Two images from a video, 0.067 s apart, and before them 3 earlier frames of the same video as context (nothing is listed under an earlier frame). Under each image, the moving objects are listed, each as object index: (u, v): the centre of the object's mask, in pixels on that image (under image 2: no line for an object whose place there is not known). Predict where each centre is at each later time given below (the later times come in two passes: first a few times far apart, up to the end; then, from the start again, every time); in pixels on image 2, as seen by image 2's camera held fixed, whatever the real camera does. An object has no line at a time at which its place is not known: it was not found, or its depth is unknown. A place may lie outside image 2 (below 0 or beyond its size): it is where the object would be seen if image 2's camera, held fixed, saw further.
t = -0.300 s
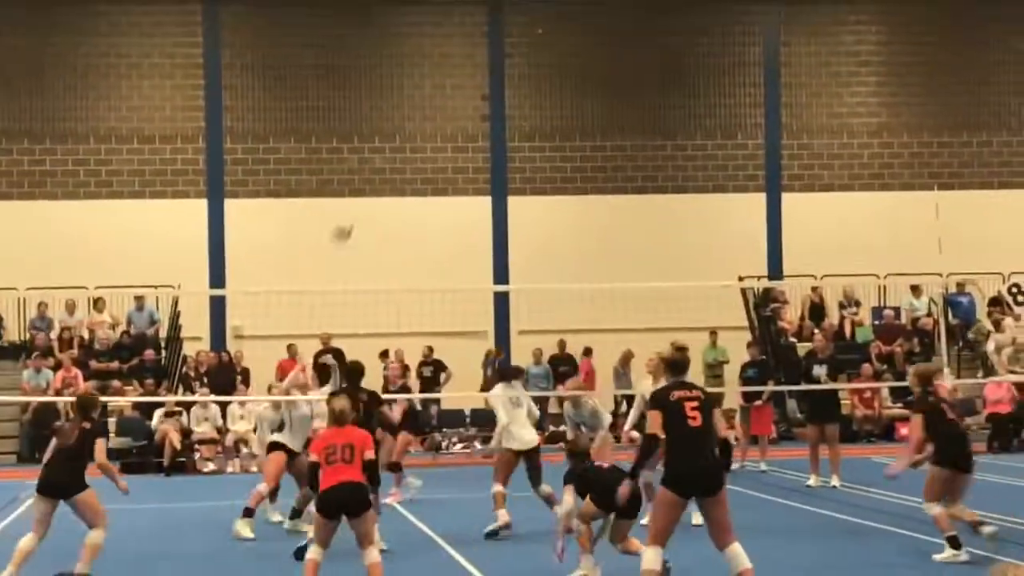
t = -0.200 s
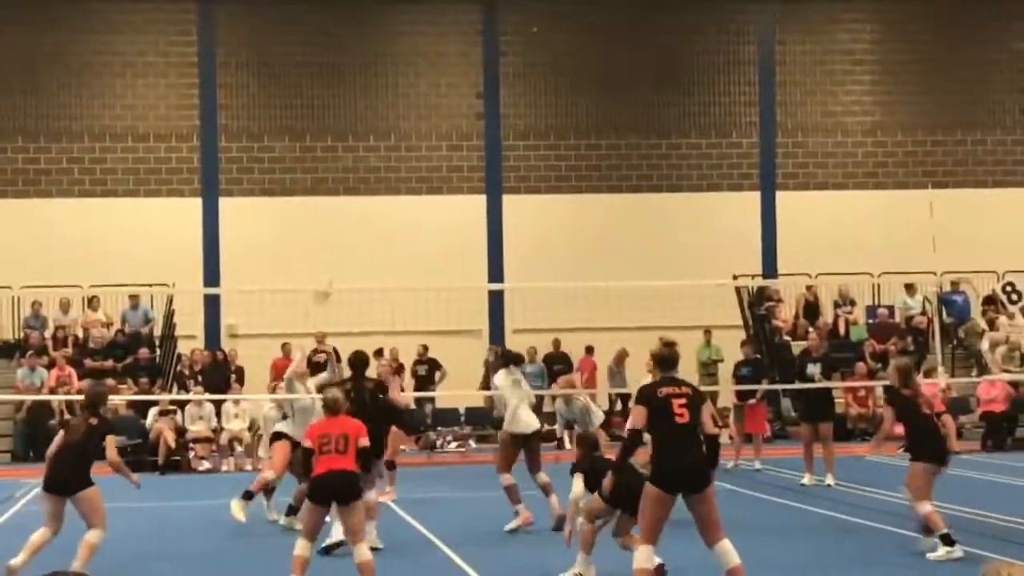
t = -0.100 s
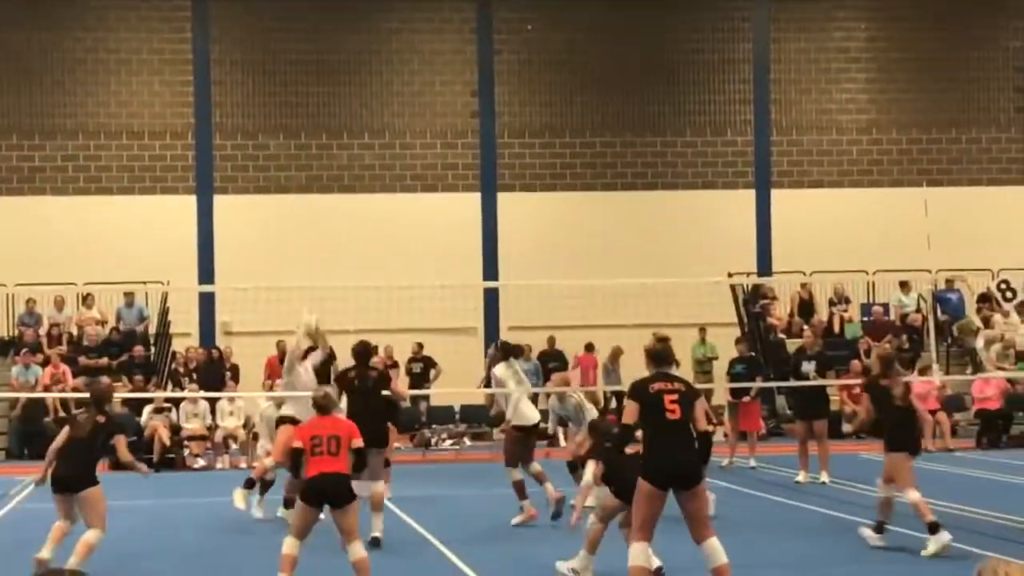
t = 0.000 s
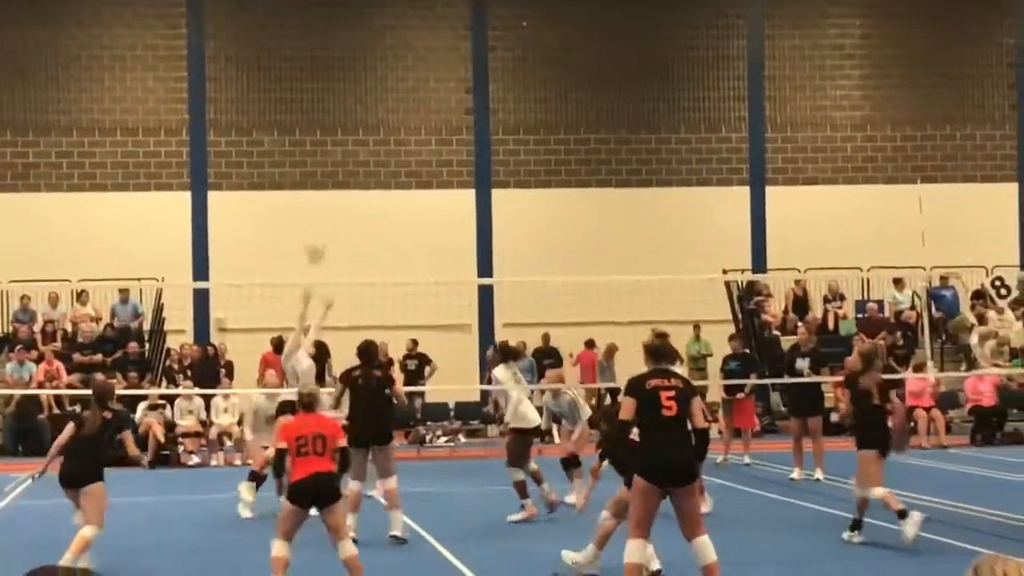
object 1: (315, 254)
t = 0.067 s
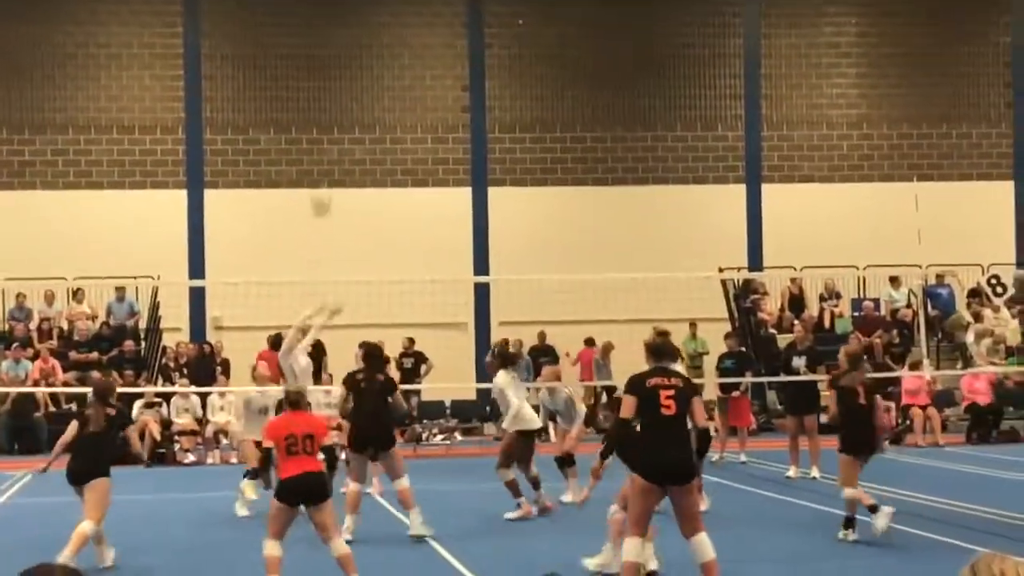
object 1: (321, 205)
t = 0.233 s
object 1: (343, 111)
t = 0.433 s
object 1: (368, 51)
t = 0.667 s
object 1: (396, 32)
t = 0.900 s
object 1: (424, 64)
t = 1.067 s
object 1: (444, 116)
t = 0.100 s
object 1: (325, 180)
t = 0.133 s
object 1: (329, 159)
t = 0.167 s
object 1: (334, 143)
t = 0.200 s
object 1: (338, 126)
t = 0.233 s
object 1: (343, 111)
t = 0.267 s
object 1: (346, 99)
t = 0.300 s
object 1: (351, 86)
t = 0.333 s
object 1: (355, 75)
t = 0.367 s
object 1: (359, 67)
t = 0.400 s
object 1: (364, 59)
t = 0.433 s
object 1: (368, 51)
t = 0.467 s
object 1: (372, 45)
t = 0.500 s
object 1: (376, 41)
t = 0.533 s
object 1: (380, 38)
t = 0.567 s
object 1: (384, 34)
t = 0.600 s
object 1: (388, 33)
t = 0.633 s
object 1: (392, 32)
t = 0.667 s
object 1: (396, 32)
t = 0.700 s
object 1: (400, 34)
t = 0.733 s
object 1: (404, 36)
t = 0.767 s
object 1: (408, 40)
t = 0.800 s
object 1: (412, 45)
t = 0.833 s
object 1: (417, 50)
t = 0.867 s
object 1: (420, 56)
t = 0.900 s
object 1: (424, 64)
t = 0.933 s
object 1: (428, 72)
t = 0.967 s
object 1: (432, 81)
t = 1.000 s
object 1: (436, 92)
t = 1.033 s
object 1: (440, 103)
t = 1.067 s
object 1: (444, 116)
